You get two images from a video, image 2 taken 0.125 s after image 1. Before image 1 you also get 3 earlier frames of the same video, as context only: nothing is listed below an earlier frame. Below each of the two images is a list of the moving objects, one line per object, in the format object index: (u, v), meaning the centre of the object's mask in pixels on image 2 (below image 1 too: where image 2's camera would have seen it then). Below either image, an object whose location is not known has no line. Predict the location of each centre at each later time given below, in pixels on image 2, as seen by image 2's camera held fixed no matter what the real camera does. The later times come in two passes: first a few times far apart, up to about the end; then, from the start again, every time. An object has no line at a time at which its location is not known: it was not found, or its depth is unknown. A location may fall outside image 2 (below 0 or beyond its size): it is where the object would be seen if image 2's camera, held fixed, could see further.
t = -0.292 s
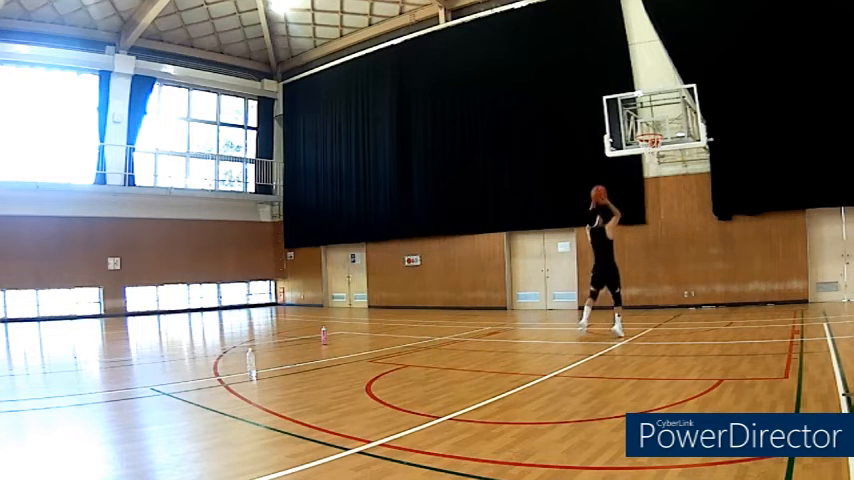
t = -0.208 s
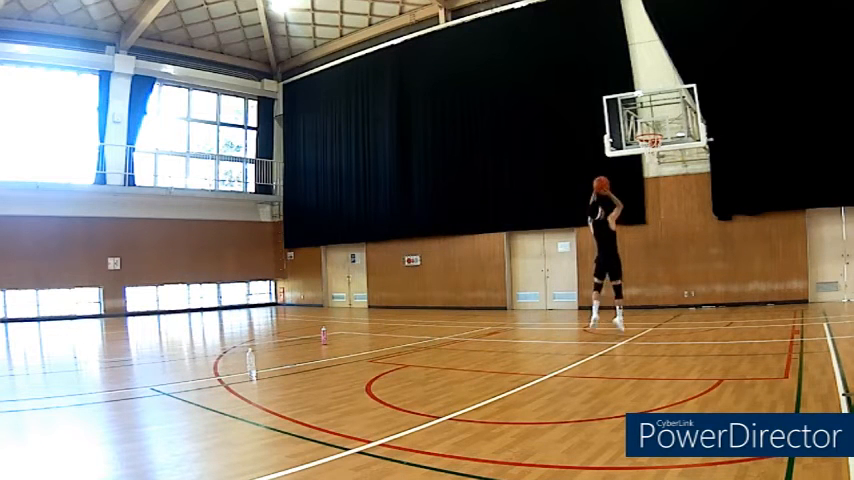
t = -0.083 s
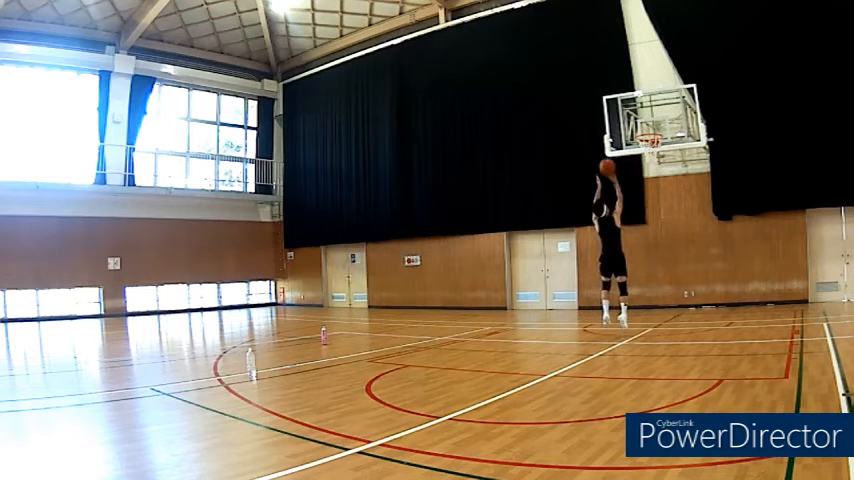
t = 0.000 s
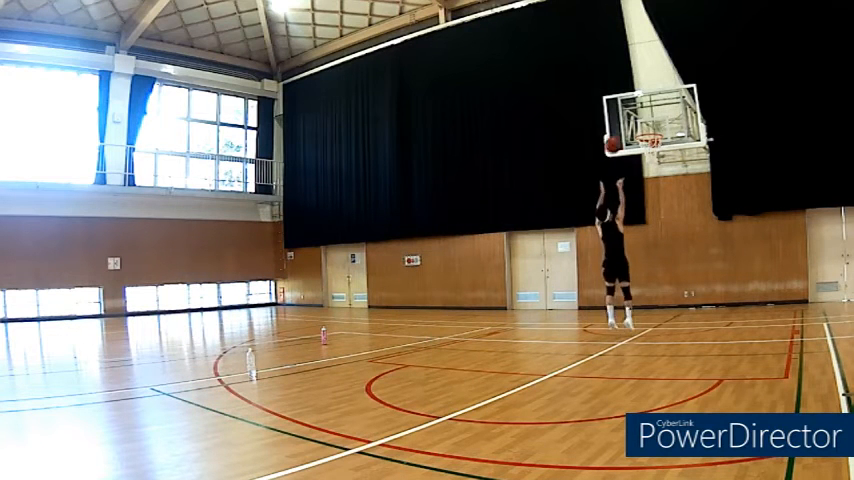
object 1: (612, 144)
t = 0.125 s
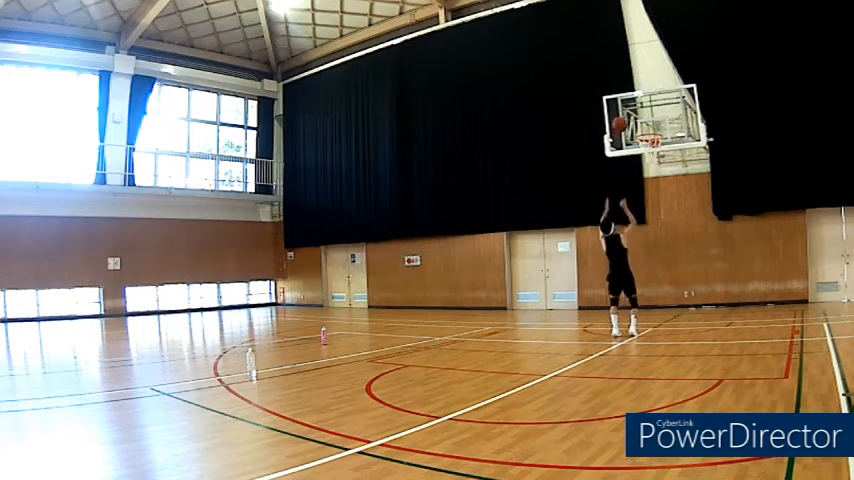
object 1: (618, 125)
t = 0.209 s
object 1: (624, 116)
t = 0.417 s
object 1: (638, 112)
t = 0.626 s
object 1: (653, 131)
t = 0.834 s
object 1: (635, 121)
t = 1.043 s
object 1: (618, 133)
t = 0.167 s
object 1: (622, 118)
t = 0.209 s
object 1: (624, 116)
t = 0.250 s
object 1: (627, 112)
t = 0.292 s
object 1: (630, 111)
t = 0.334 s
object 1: (632, 111)
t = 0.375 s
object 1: (635, 111)
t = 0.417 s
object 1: (638, 112)
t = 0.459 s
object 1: (641, 114)
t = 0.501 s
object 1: (645, 119)
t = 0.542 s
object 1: (647, 122)
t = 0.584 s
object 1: (650, 126)
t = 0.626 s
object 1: (653, 131)
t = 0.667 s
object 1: (649, 128)
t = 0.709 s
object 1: (645, 125)
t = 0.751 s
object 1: (642, 123)
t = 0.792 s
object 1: (638, 121)
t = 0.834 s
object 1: (635, 121)
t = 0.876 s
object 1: (631, 121)
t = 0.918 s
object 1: (628, 121)
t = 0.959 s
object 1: (623, 126)
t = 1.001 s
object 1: (621, 128)
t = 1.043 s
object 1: (618, 133)
